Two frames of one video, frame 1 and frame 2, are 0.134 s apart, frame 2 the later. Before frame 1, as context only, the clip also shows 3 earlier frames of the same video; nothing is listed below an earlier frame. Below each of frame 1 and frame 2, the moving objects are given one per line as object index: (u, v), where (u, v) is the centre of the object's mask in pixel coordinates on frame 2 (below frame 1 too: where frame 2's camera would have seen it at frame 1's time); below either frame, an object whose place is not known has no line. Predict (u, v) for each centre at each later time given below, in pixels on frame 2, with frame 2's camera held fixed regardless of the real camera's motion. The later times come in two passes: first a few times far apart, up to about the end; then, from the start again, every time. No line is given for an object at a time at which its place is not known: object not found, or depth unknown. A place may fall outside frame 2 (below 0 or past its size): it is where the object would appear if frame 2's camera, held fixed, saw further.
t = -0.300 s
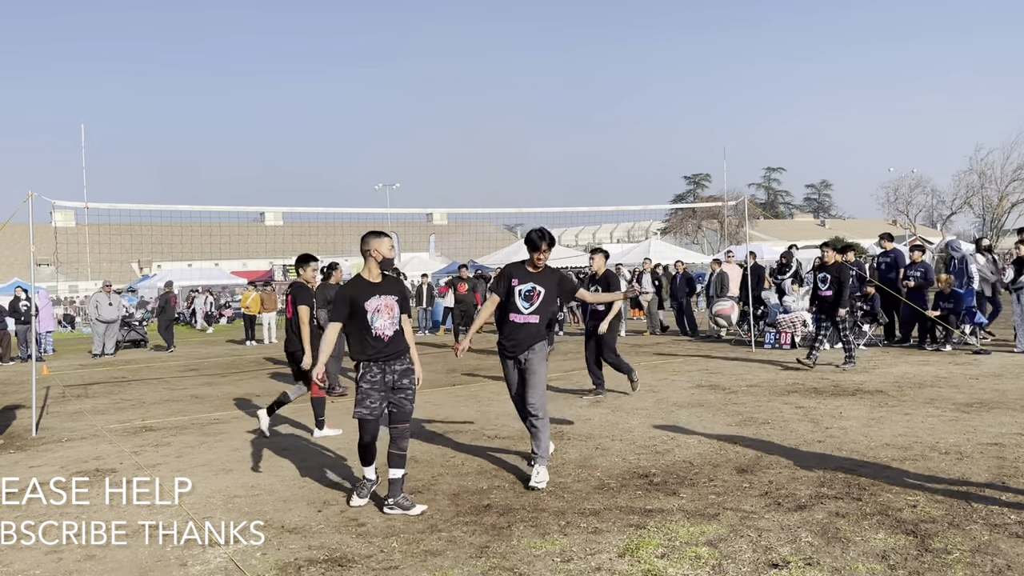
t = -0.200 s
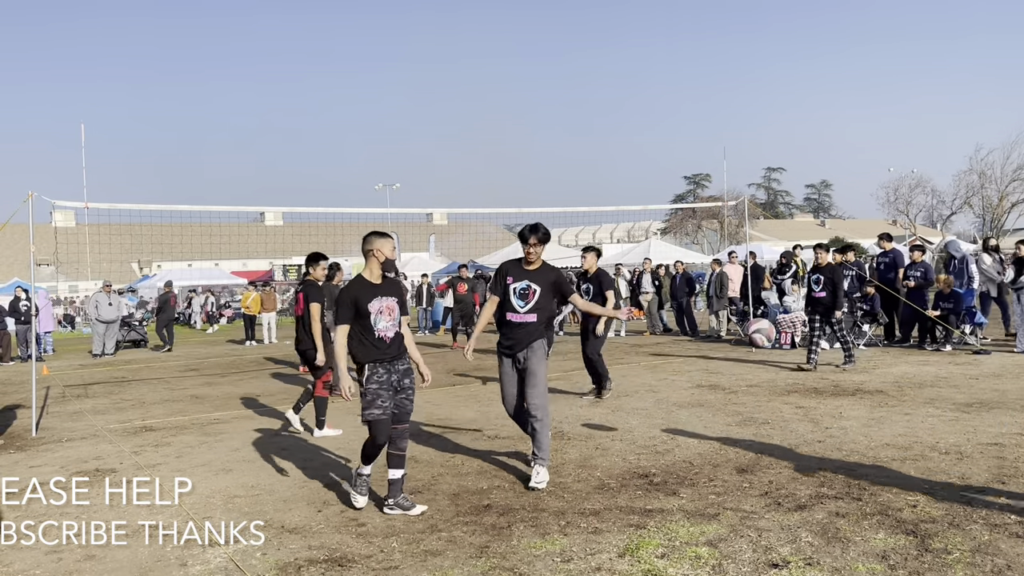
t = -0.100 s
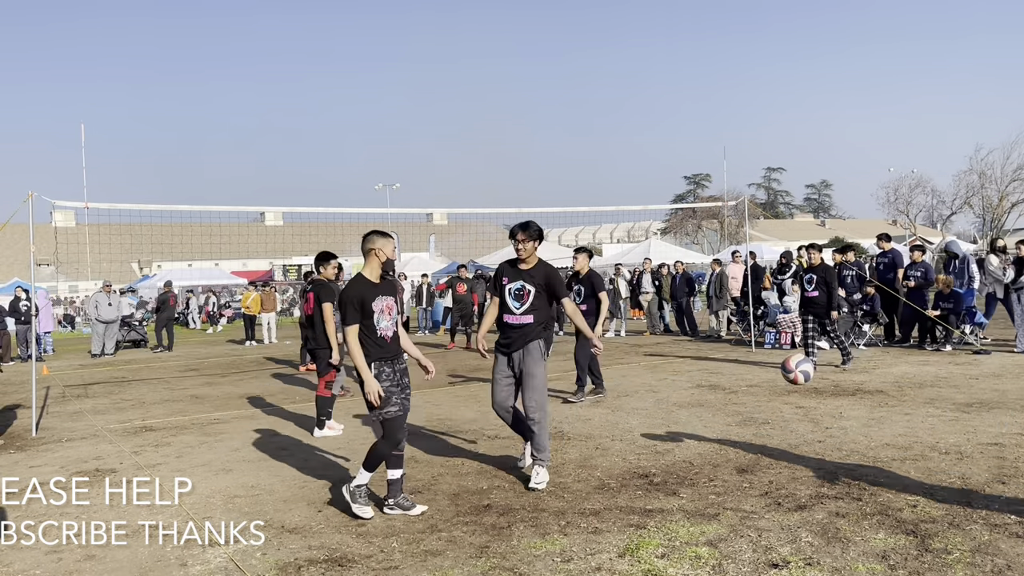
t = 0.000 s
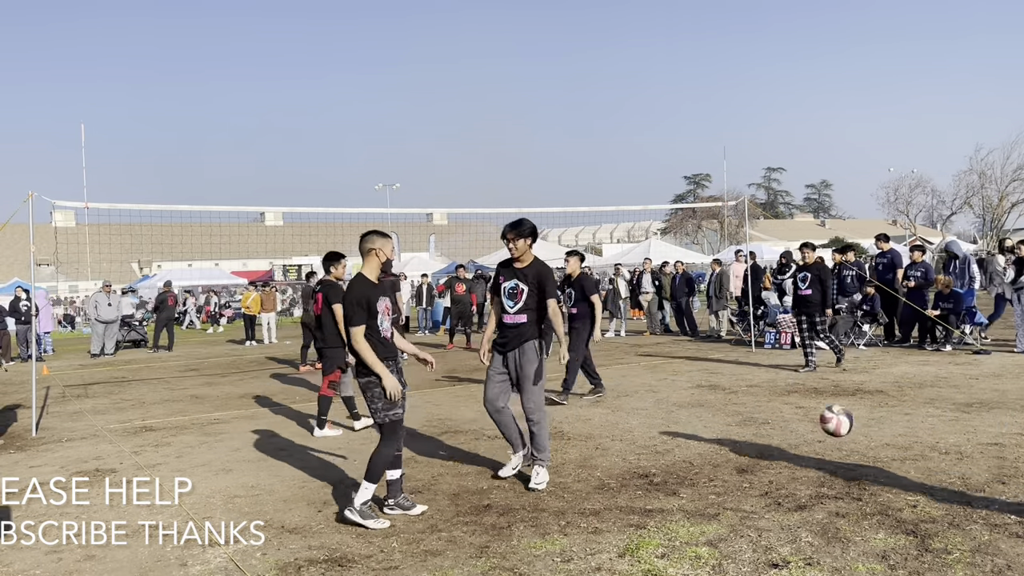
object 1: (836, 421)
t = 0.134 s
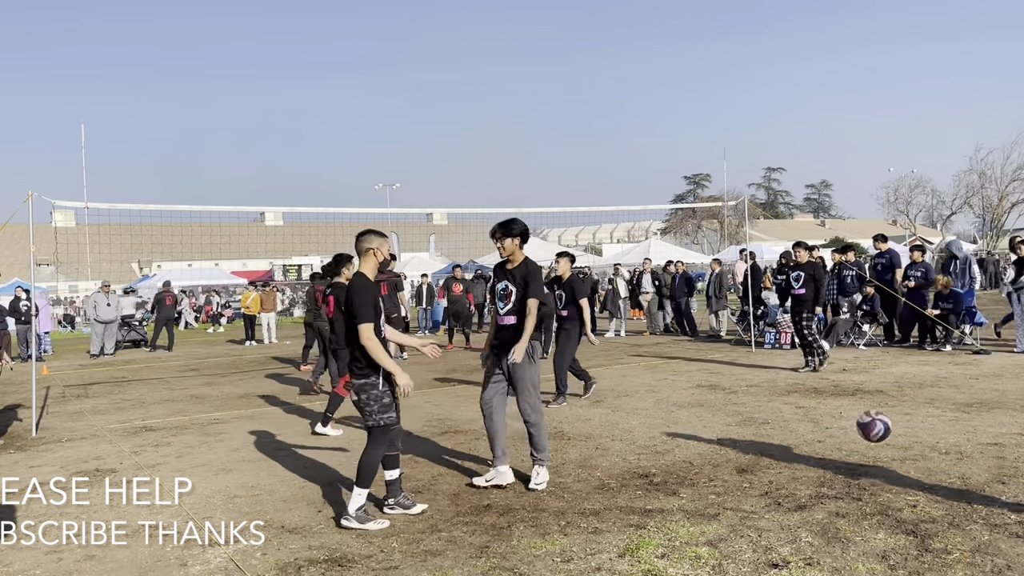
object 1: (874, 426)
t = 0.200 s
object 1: (884, 400)
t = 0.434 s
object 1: (925, 360)
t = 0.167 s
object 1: (879, 412)
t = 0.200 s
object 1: (884, 400)
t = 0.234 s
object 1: (890, 389)
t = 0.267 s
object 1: (896, 380)
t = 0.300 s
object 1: (901, 373)
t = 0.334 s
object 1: (907, 367)
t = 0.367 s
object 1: (913, 363)
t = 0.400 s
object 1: (919, 360)
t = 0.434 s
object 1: (925, 360)
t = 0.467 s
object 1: (931, 361)
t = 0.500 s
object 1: (937, 363)
